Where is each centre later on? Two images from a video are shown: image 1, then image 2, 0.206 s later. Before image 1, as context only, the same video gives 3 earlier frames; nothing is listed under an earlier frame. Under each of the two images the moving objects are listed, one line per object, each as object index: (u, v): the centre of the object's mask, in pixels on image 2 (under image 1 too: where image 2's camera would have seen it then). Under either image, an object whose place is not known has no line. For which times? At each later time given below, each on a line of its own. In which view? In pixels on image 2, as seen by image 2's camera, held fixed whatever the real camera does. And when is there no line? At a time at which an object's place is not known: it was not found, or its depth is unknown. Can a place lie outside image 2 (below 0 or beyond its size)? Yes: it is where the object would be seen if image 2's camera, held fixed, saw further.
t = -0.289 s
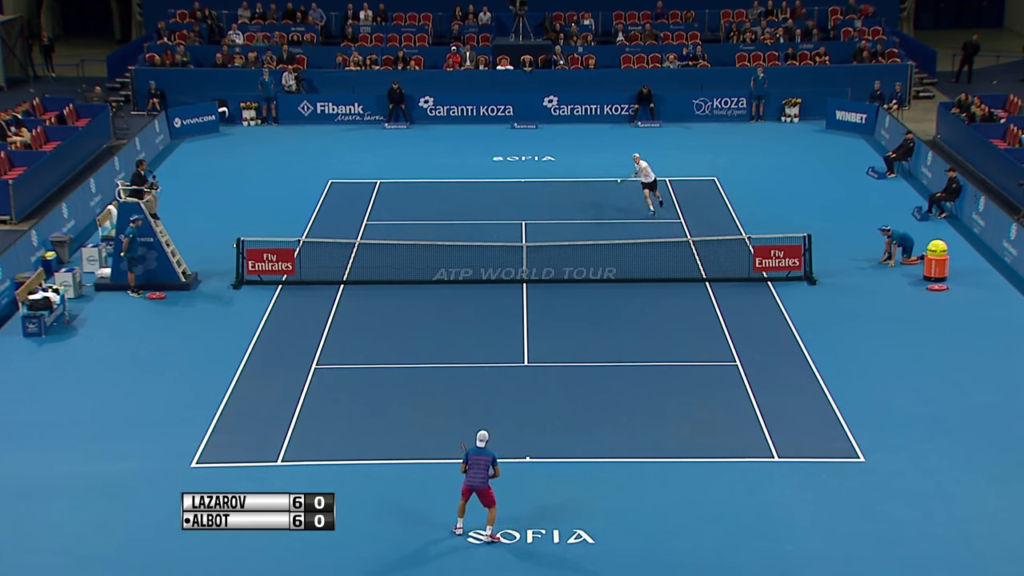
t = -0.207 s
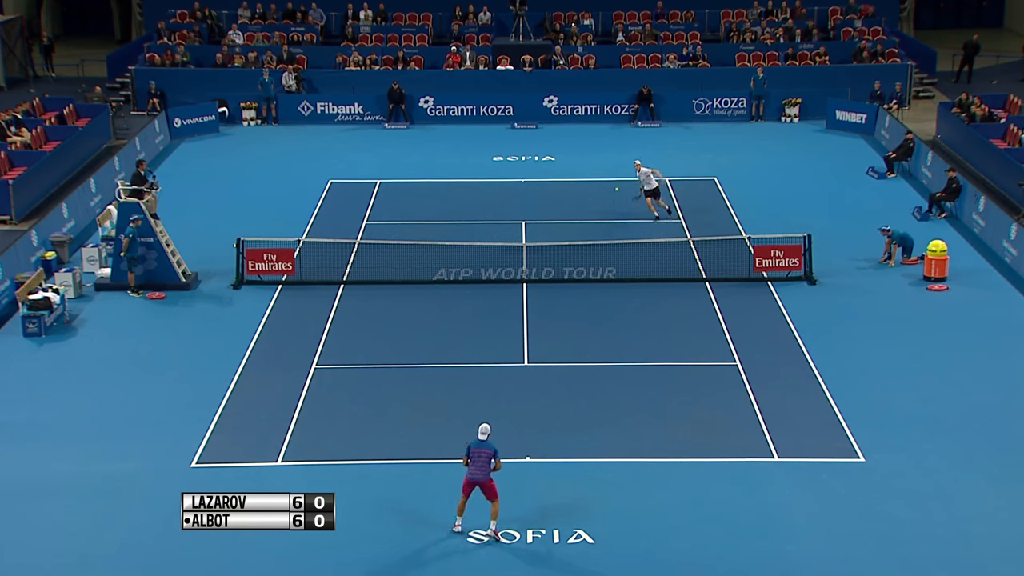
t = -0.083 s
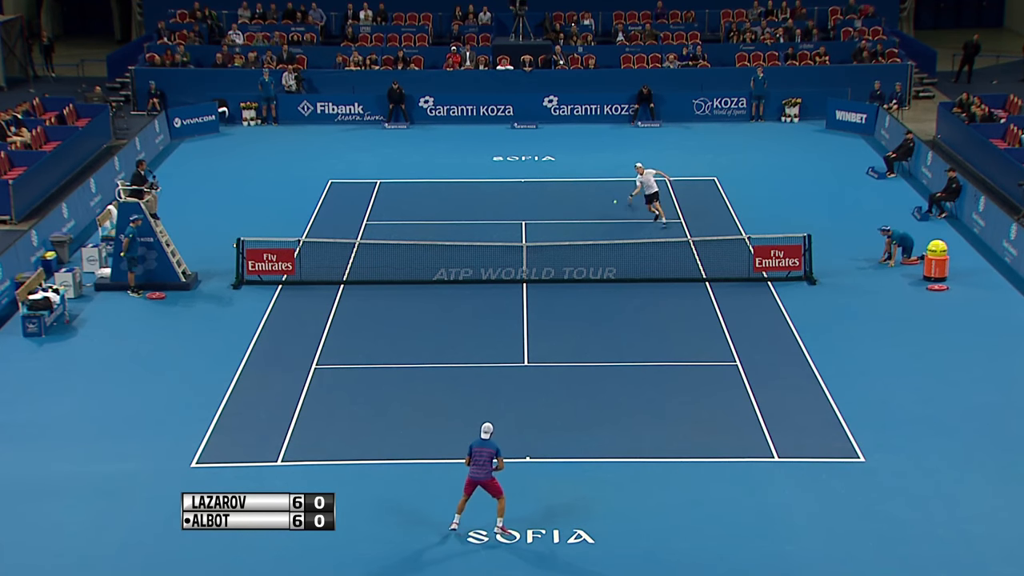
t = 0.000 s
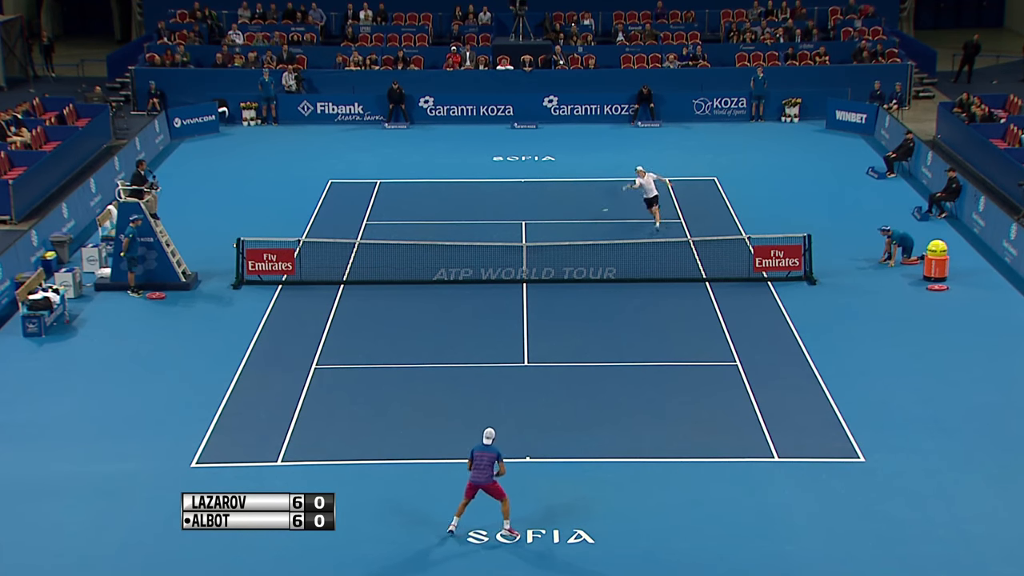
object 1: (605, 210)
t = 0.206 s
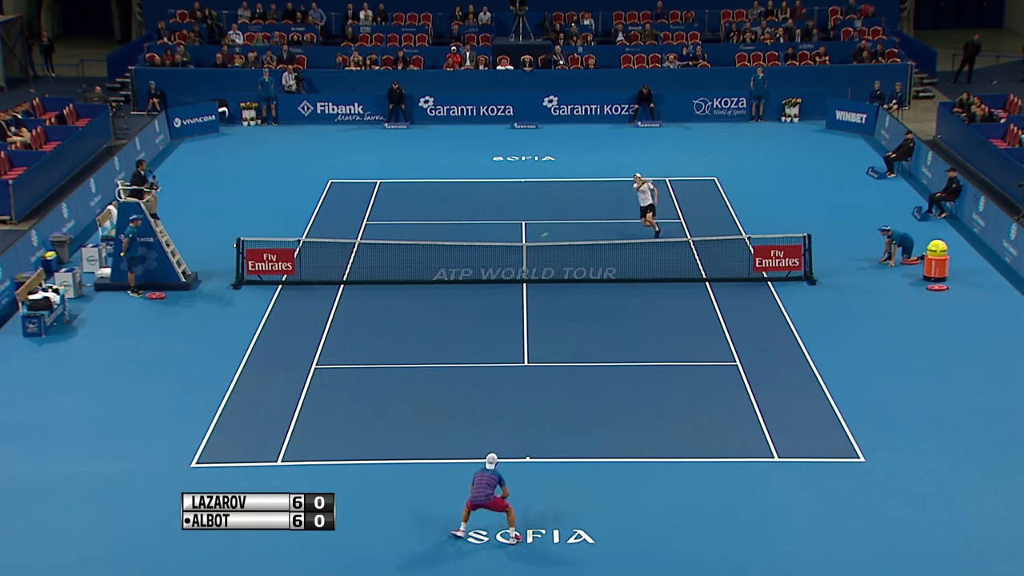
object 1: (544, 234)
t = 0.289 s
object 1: (519, 251)
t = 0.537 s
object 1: (436, 326)
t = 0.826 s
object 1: (343, 408)
